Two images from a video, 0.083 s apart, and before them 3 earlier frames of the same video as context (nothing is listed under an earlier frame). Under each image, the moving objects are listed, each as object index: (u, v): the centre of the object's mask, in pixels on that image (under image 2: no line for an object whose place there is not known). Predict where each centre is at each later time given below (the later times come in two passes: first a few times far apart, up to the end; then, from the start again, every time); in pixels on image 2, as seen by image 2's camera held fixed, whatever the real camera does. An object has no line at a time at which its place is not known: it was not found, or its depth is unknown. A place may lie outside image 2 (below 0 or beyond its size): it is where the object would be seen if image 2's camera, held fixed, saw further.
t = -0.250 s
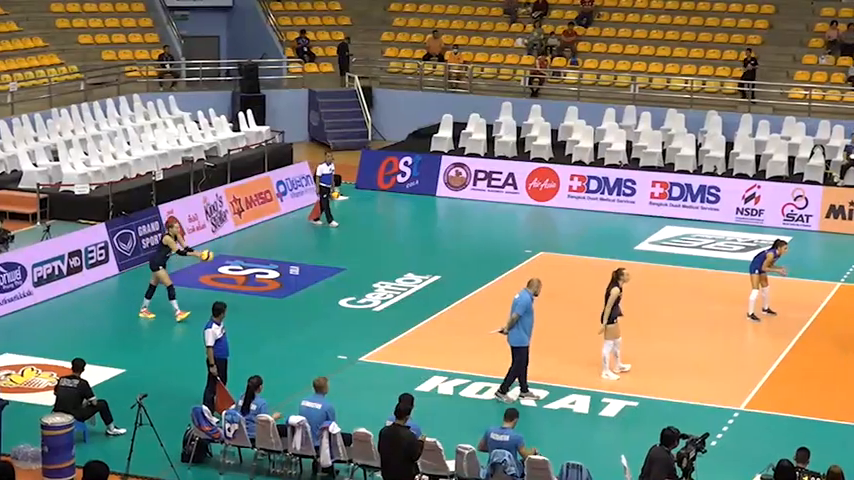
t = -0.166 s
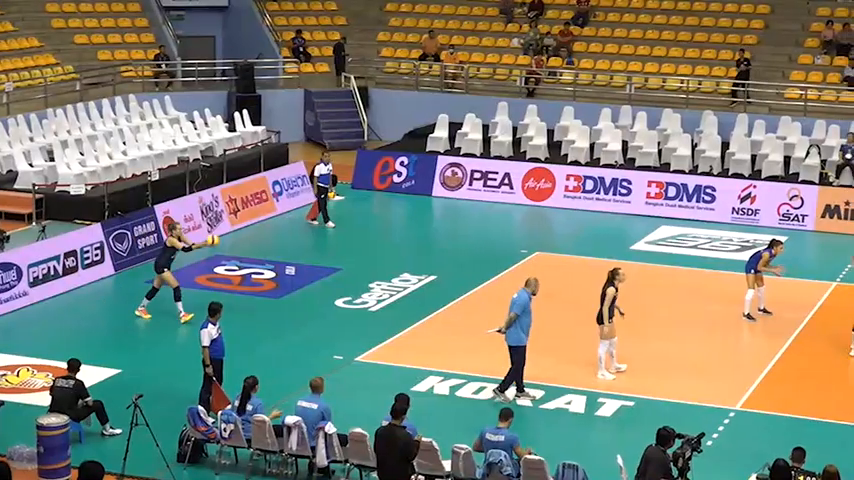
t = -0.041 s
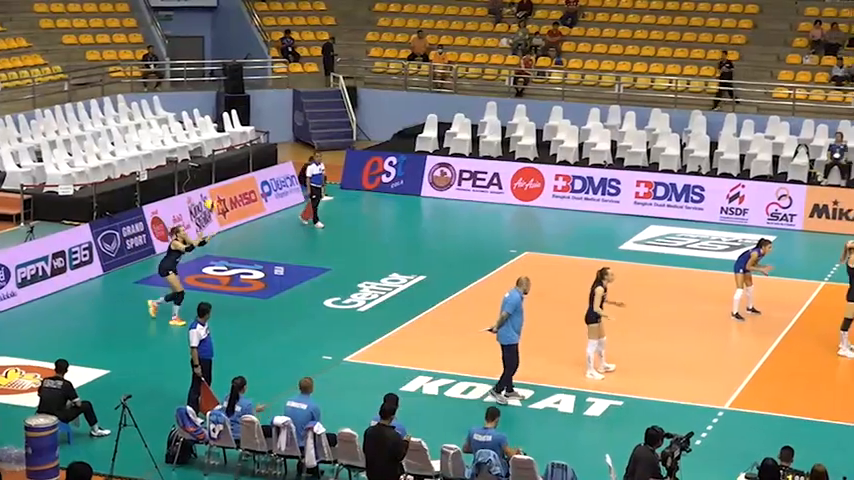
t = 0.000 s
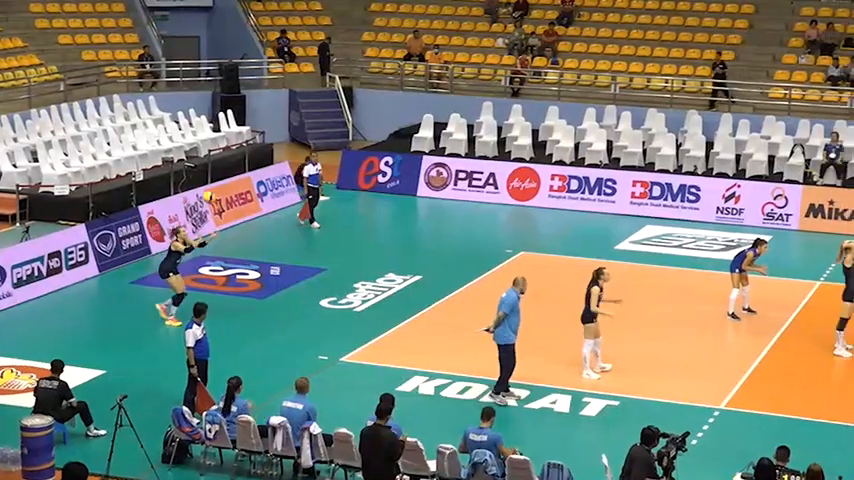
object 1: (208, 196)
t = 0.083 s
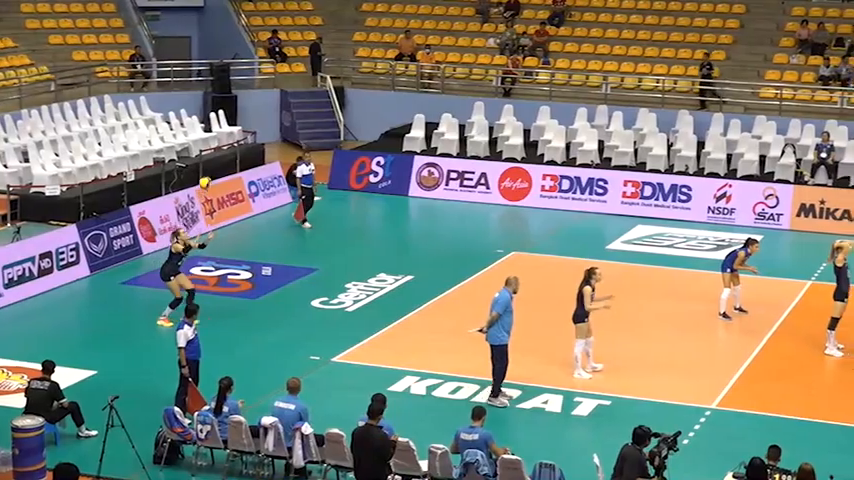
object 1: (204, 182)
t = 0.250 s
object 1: (214, 167)
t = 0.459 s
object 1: (227, 167)
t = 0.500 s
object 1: (229, 170)
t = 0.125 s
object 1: (207, 177)
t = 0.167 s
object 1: (209, 173)
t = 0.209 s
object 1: (212, 169)
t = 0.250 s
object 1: (214, 167)
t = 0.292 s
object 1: (217, 165)
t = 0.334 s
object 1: (219, 163)
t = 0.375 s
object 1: (222, 164)
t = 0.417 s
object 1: (225, 166)
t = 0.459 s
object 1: (227, 167)
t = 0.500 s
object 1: (229, 170)
